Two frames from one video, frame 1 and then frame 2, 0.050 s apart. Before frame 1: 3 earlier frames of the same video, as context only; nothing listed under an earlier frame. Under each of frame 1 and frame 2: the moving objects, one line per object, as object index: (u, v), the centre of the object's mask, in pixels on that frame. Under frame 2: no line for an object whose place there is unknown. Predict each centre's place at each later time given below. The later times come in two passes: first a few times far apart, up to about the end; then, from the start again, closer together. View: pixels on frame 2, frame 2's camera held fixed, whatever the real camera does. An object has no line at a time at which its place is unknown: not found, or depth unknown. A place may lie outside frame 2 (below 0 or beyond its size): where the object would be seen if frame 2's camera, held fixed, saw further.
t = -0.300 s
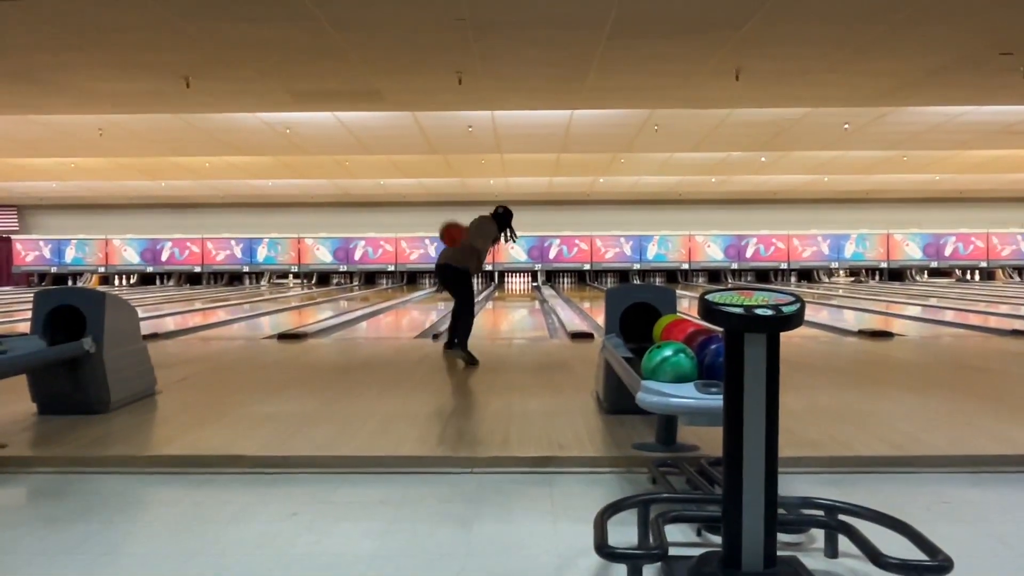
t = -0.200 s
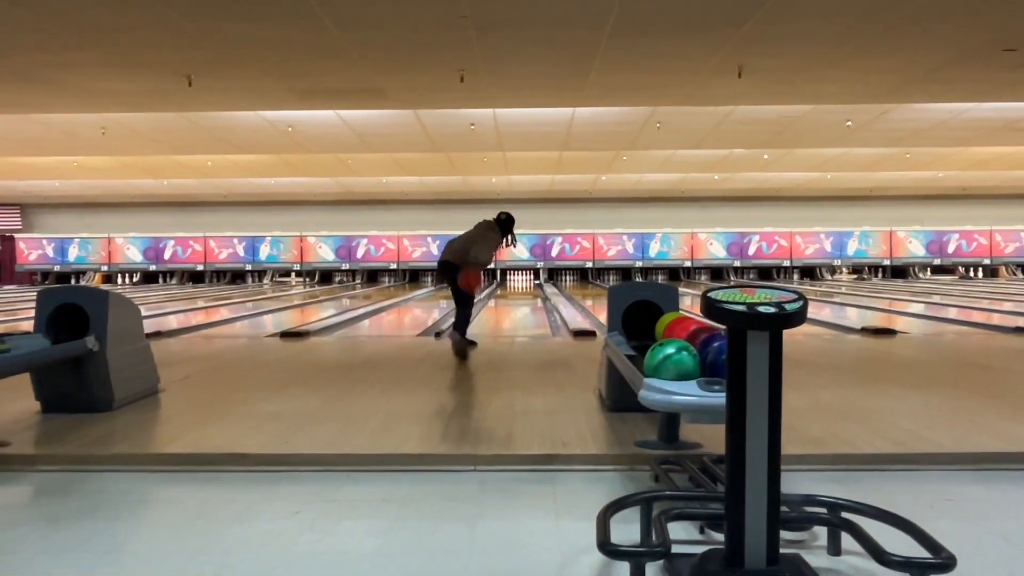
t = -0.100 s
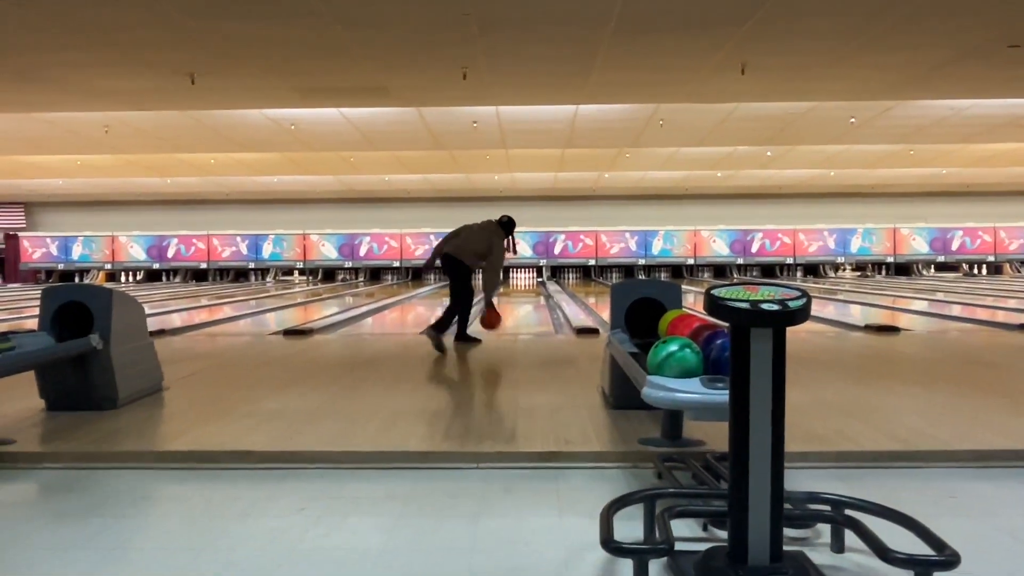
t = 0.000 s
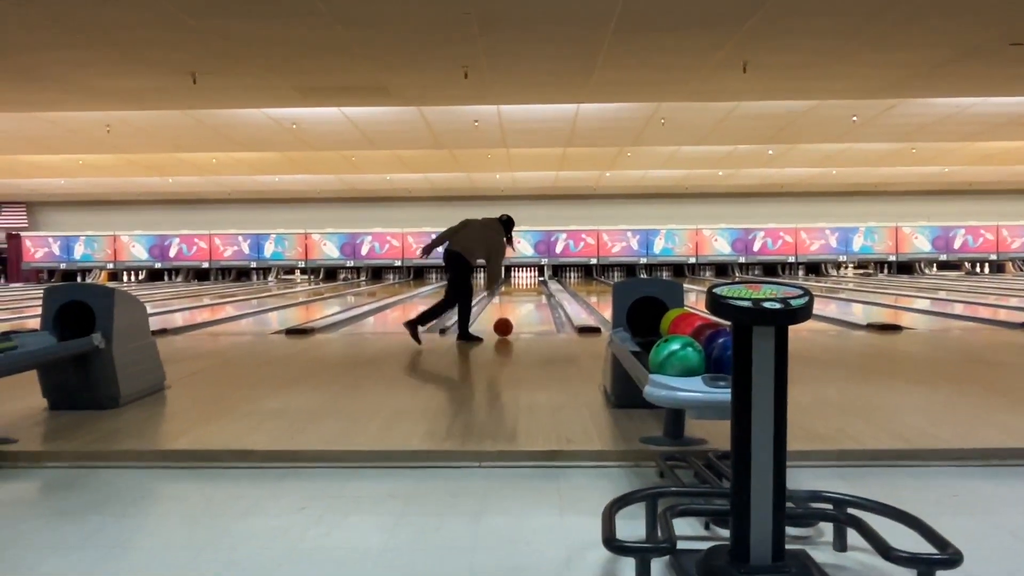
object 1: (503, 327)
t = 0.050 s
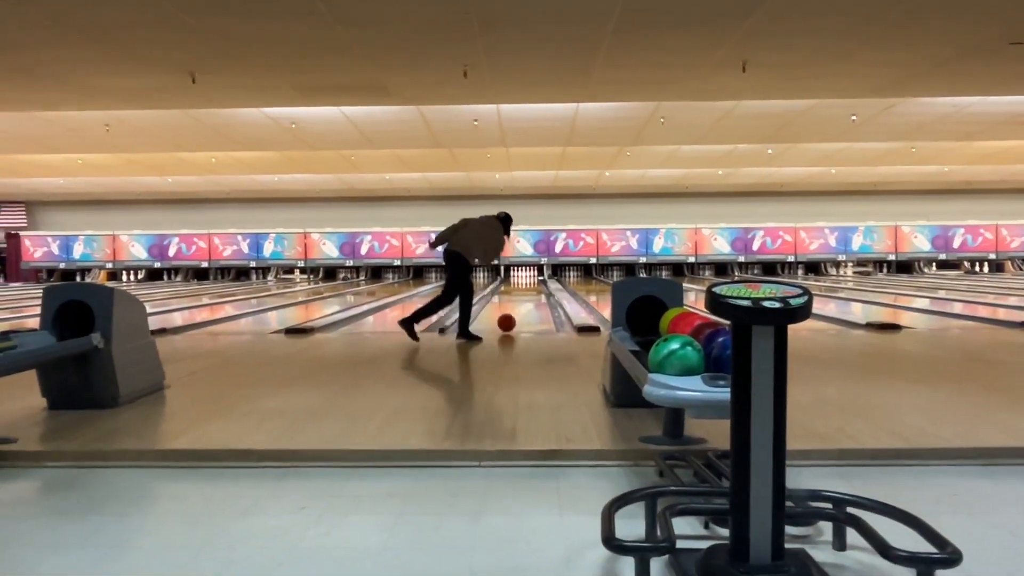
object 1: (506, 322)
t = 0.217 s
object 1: (517, 312)
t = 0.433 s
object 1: (526, 303)
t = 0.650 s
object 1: (533, 296)
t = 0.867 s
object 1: (538, 290)
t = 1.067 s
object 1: (540, 287)
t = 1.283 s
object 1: (544, 284)
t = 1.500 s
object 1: (544, 283)
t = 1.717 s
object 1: (544, 281)
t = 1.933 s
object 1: (543, 280)
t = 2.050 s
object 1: (542, 278)
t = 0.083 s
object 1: (509, 321)
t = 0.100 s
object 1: (510, 320)
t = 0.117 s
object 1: (511, 319)
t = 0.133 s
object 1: (512, 317)
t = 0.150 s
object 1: (513, 316)
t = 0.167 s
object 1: (514, 315)
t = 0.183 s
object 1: (515, 314)
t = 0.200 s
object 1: (516, 313)
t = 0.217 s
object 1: (517, 312)
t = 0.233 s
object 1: (518, 311)
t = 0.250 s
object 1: (518, 310)
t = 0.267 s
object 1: (519, 309)
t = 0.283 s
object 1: (520, 308)
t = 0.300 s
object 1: (521, 307)
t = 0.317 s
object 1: (522, 307)
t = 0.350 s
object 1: (522, 306)
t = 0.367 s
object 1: (523, 305)
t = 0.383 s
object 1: (524, 305)
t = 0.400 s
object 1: (525, 304)
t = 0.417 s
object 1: (525, 303)
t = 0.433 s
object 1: (526, 303)
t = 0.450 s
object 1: (526, 301)
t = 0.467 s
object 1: (527, 301)
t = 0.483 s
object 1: (528, 301)
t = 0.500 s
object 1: (528, 300)
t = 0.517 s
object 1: (528, 300)
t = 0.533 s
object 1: (529, 299)
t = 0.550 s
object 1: (530, 298)
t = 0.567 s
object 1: (530, 298)
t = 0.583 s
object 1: (531, 298)
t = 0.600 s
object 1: (531, 297)
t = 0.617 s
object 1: (532, 296)
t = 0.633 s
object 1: (532, 296)
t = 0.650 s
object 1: (533, 296)
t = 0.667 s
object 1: (533, 295)
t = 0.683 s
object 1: (533, 295)
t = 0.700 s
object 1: (534, 294)
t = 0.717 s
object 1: (534, 294)
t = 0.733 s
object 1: (535, 293)
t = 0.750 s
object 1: (536, 293)
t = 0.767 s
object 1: (536, 292)
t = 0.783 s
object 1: (536, 292)
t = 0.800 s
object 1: (536, 291)
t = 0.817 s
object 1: (537, 291)
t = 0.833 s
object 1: (537, 291)
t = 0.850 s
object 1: (537, 291)
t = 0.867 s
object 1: (538, 290)
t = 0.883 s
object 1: (538, 290)
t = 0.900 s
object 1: (539, 290)
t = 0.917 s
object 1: (539, 290)
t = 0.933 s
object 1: (539, 289)
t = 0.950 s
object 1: (540, 289)
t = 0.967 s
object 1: (540, 288)
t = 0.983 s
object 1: (540, 288)
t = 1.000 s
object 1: (540, 288)
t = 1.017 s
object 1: (540, 288)
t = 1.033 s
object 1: (540, 287)
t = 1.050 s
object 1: (540, 287)
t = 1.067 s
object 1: (540, 287)
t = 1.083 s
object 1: (540, 286)
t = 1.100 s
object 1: (541, 286)
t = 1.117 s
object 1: (541, 286)
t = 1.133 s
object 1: (541, 285)
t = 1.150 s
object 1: (542, 285)
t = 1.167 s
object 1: (542, 285)
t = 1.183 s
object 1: (542, 285)
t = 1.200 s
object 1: (543, 284)
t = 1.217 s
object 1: (543, 284)
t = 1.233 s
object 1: (543, 284)
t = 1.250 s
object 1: (543, 284)
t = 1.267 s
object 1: (544, 284)
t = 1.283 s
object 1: (544, 284)
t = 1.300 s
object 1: (545, 284)
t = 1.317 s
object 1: (545, 285)
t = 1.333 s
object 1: (545, 285)
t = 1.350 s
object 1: (545, 285)
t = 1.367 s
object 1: (545, 284)
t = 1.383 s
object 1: (545, 284)
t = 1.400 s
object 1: (545, 283)
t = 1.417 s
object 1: (545, 283)
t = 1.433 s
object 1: (545, 283)
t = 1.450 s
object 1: (545, 283)
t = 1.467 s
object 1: (544, 282)
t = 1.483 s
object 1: (544, 282)
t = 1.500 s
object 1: (544, 283)
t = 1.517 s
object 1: (544, 282)
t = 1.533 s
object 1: (544, 282)
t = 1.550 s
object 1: (544, 282)
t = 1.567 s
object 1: (545, 282)
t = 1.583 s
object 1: (545, 282)
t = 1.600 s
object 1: (544, 282)
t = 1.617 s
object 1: (544, 282)
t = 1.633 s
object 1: (544, 281)
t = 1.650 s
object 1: (544, 281)
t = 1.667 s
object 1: (544, 281)
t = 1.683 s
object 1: (544, 281)
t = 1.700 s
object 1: (544, 281)
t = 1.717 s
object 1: (544, 281)
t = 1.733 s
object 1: (543, 281)
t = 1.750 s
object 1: (543, 281)
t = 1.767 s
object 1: (543, 281)
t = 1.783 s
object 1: (543, 281)
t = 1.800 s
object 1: (543, 280)
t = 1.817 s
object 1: (543, 280)
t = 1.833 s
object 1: (543, 280)
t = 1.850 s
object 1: (543, 280)
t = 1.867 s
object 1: (543, 280)
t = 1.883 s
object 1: (543, 280)
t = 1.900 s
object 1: (543, 280)
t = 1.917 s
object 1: (543, 280)
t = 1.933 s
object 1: (543, 280)
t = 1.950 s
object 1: (543, 279)
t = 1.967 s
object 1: (542, 279)
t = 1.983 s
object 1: (542, 279)
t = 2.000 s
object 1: (542, 279)
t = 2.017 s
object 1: (542, 279)
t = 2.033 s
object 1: (542, 278)
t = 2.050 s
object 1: (542, 278)
